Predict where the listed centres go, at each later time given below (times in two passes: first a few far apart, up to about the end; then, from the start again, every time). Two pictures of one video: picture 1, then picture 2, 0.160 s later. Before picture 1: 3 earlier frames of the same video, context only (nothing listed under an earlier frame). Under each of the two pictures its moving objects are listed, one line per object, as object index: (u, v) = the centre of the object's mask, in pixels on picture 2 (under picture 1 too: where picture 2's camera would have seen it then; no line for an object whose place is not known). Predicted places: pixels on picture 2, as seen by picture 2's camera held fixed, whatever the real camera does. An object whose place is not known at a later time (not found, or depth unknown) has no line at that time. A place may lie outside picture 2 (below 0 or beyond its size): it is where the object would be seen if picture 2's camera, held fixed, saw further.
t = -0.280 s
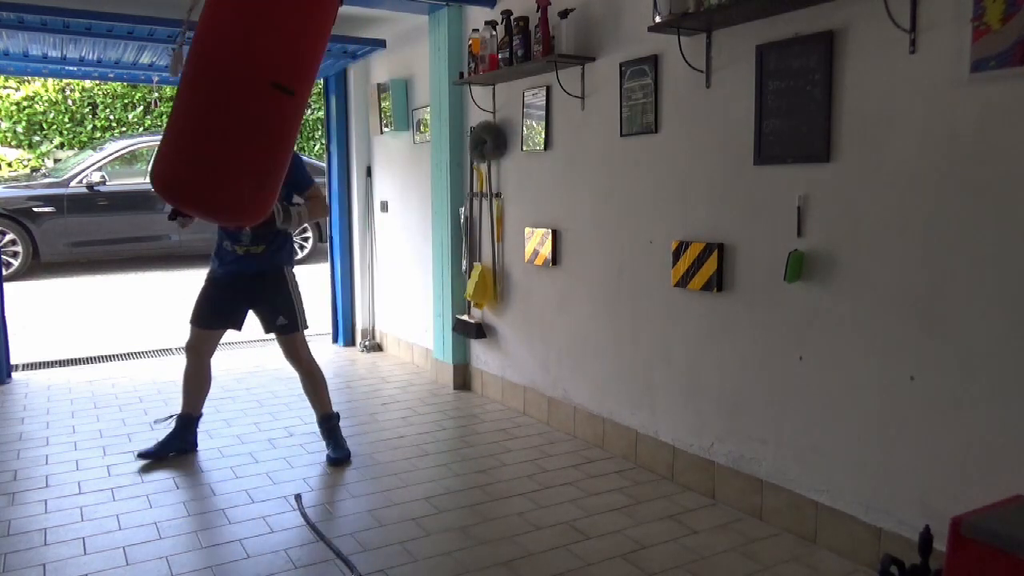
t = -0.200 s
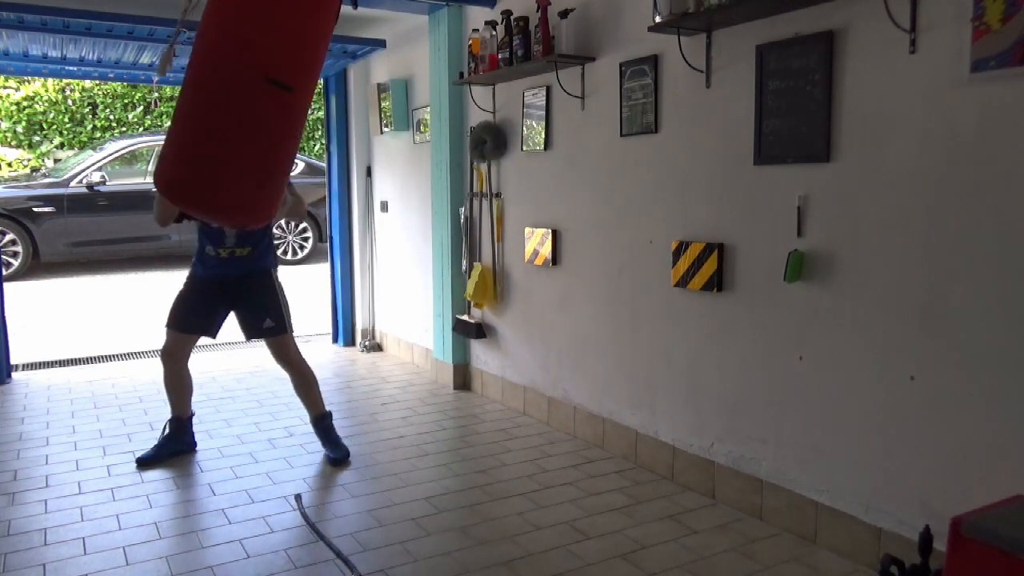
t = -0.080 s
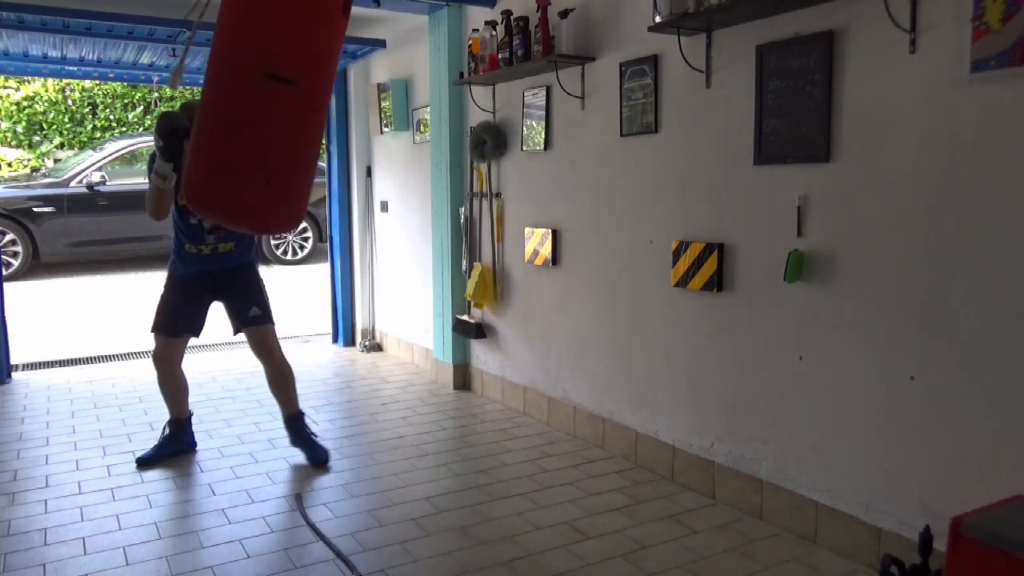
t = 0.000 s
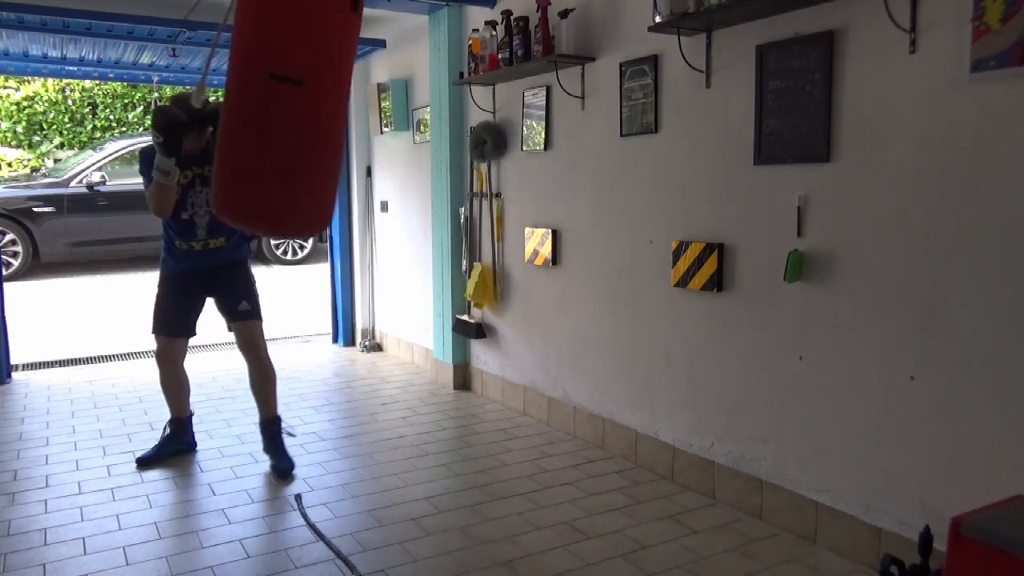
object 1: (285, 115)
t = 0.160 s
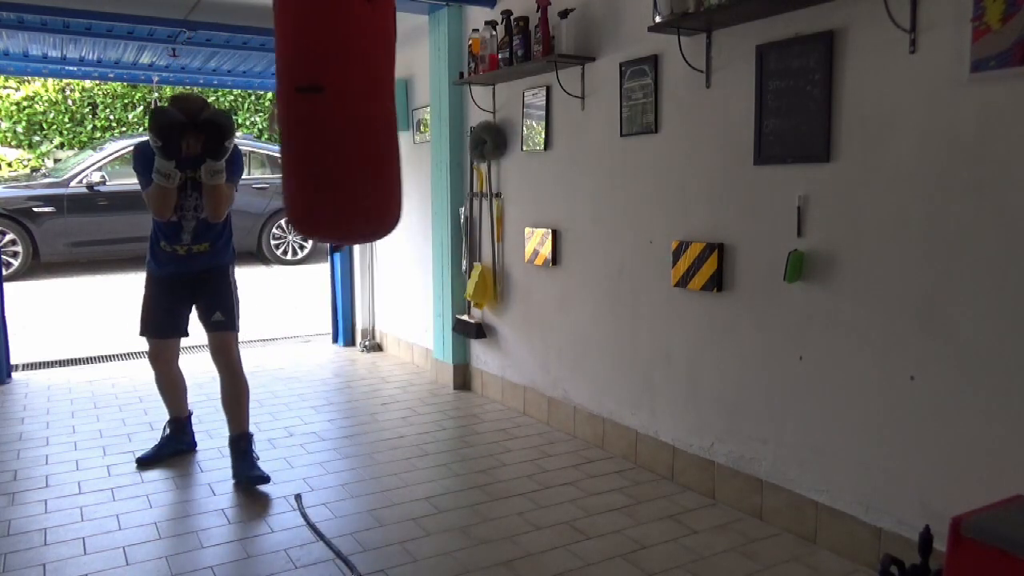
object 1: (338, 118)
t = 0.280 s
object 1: (378, 117)
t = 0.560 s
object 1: (432, 108)
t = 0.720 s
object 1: (430, 109)
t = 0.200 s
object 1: (352, 118)
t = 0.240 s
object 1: (365, 118)
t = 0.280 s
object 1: (378, 117)
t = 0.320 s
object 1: (389, 116)
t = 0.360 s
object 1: (400, 115)
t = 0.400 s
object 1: (410, 113)
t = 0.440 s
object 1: (418, 112)
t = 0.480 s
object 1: (424, 110)
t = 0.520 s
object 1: (429, 109)
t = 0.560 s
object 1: (432, 108)
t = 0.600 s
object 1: (434, 108)
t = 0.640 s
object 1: (434, 108)
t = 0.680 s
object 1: (433, 108)
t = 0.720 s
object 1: (430, 109)
